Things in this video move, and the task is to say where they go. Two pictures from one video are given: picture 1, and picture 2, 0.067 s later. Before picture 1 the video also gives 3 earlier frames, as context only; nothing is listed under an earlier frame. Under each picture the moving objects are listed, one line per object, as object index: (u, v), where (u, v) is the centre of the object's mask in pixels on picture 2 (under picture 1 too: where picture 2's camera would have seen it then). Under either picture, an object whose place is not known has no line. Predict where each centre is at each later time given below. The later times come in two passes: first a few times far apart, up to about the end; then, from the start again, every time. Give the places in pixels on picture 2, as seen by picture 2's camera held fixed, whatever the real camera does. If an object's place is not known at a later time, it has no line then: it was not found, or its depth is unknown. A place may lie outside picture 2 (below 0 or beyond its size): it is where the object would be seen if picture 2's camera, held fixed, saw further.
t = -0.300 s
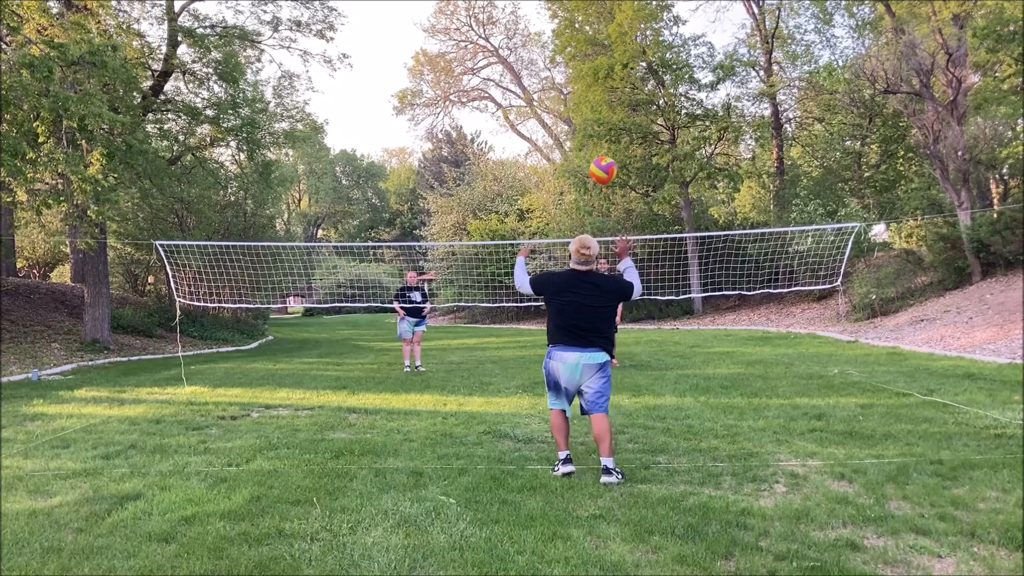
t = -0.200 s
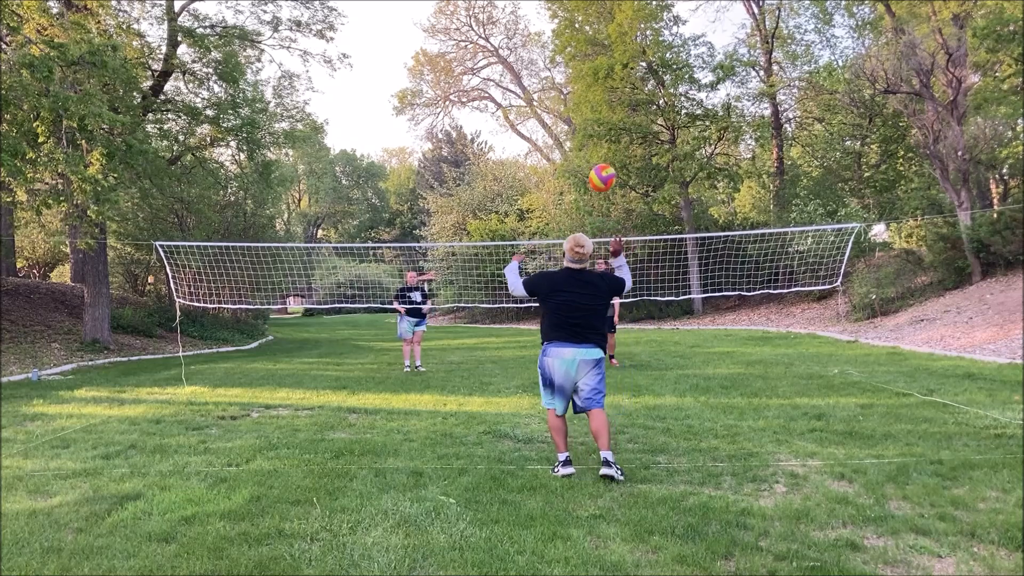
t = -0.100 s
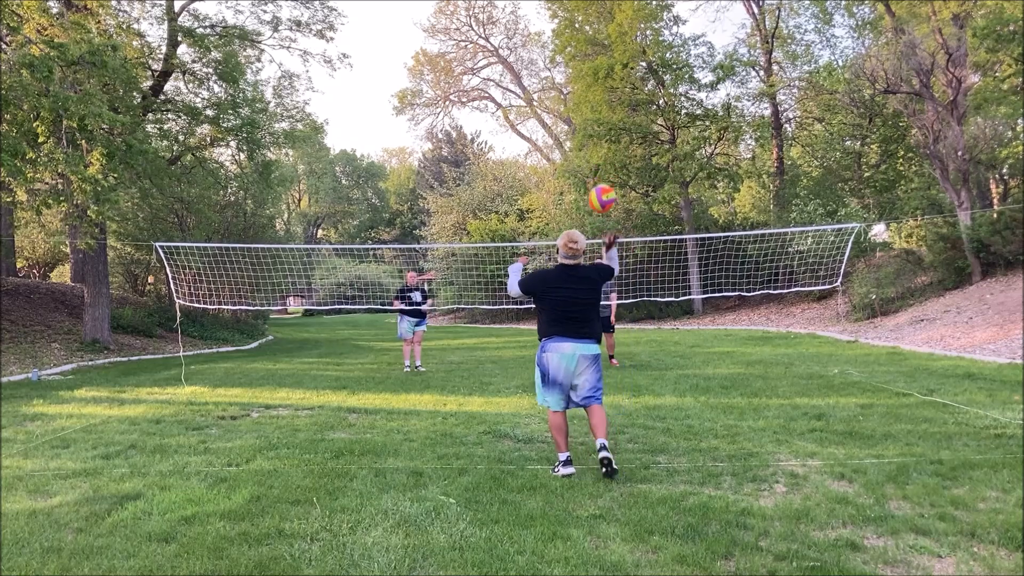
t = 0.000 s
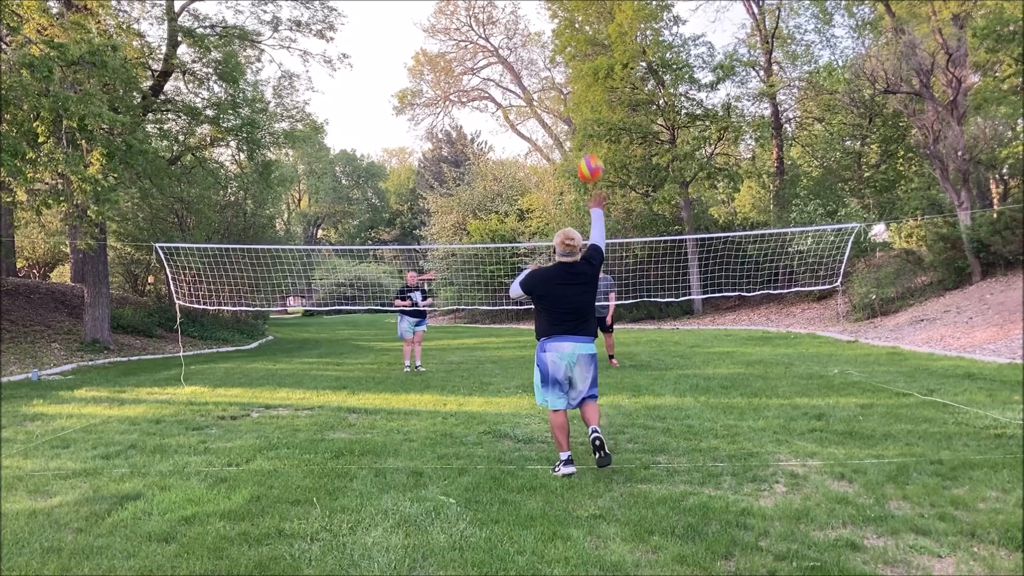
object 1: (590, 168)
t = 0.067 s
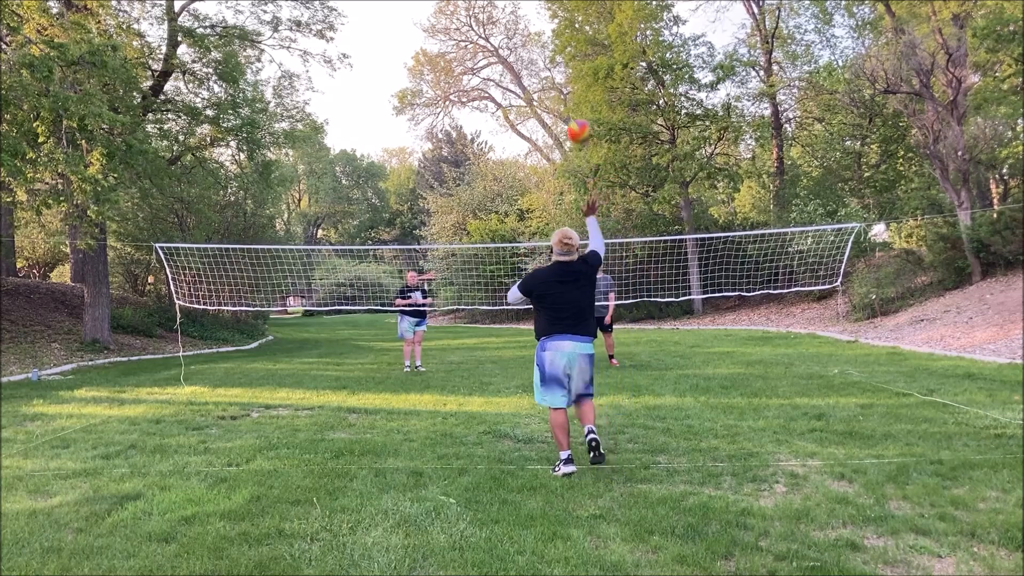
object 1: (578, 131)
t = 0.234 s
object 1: (555, 70)
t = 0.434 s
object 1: (538, 49)
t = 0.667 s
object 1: (526, 70)
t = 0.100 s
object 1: (574, 114)
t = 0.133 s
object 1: (569, 100)
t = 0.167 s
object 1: (564, 88)
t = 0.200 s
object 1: (560, 78)
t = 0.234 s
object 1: (555, 70)
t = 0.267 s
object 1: (552, 63)
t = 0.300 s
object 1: (548, 58)
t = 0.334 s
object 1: (546, 54)
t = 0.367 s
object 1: (543, 52)
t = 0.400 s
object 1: (541, 50)
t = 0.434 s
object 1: (538, 49)
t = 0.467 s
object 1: (536, 49)
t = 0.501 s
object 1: (534, 50)
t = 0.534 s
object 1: (532, 53)
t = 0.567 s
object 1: (530, 56)
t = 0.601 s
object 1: (529, 60)
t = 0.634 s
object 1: (527, 65)
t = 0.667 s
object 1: (526, 70)
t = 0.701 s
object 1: (524, 76)
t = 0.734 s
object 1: (523, 84)
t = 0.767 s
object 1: (522, 91)
